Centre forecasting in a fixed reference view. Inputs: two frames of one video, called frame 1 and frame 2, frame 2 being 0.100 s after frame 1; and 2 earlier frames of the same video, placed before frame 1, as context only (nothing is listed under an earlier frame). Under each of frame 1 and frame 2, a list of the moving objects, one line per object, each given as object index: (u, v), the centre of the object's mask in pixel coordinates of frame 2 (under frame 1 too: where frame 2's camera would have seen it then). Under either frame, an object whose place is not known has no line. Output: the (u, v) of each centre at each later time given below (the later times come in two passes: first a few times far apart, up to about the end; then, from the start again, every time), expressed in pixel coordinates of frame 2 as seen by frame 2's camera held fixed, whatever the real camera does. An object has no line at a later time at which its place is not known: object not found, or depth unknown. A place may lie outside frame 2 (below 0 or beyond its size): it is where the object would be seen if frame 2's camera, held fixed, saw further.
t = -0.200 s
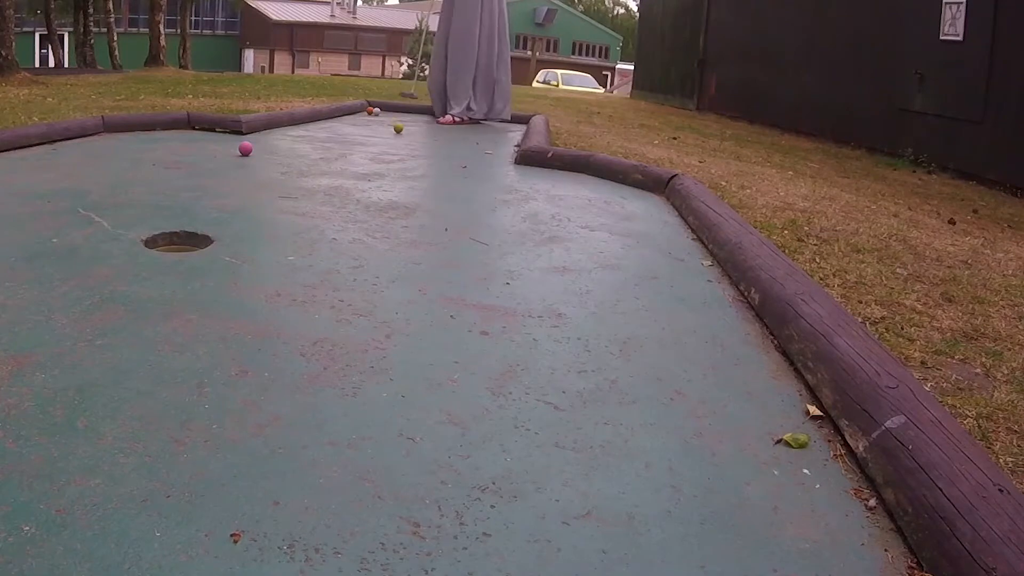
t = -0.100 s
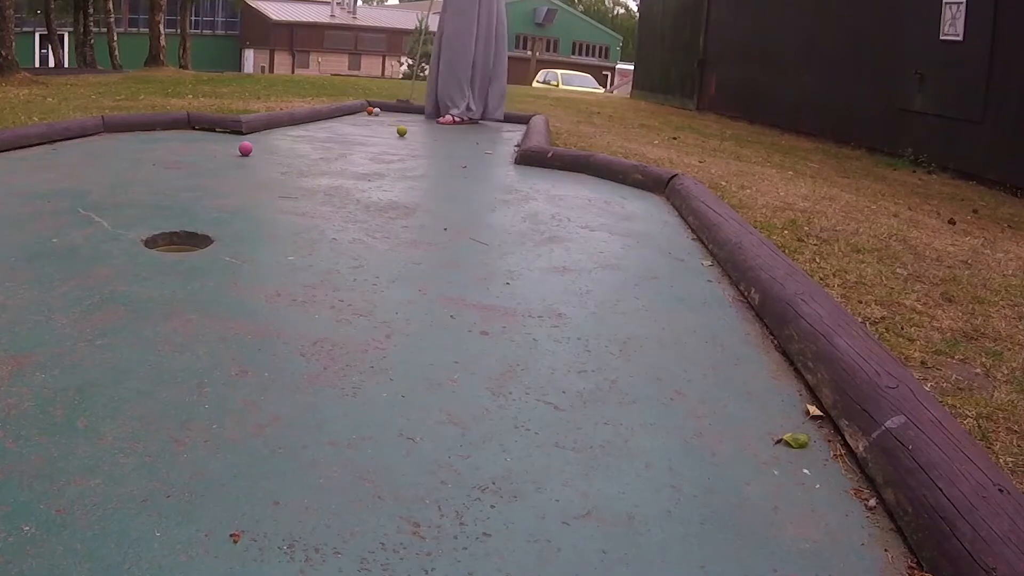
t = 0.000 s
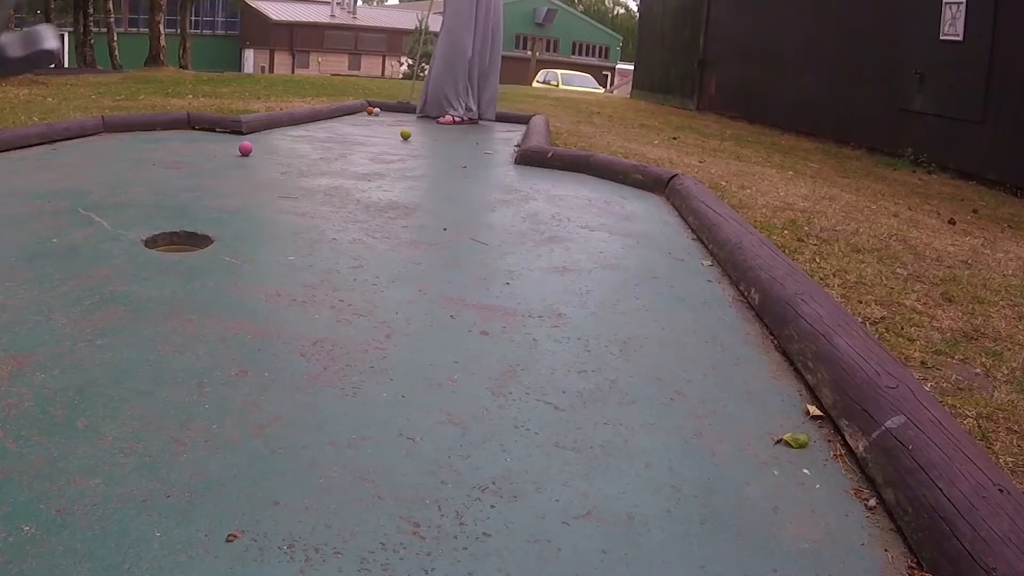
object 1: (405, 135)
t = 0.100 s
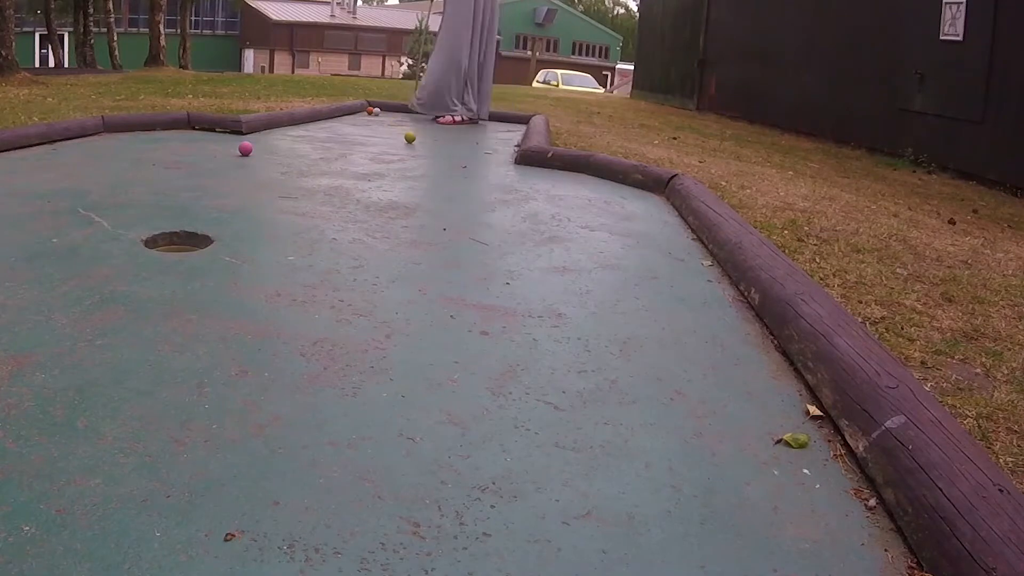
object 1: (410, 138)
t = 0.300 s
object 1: (420, 146)
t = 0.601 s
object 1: (440, 160)
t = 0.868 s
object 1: (459, 177)
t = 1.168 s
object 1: (485, 199)
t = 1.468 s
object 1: (517, 227)
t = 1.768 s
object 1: (546, 257)
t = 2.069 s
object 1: (574, 295)
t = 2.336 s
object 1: (607, 338)
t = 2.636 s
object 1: (653, 392)
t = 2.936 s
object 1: (706, 451)
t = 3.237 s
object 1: (756, 505)
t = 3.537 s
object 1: (781, 545)
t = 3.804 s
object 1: (789, 554)
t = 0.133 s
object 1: (411, 139)
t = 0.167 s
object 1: (413, 140)
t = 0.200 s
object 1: (415, 141)
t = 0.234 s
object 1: (417, 143)
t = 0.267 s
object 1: (418, 144)
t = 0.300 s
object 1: (420, 146)
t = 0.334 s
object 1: (423, 147)
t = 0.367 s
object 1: (424, 149)
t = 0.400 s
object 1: (427, 150)
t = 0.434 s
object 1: (429, 152)
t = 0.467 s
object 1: (431, 153)
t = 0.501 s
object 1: (434, 155)
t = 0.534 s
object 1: (436, 157)
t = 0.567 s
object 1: (438, 159)
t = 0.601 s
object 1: (440, 160)
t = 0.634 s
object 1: (443, 162)
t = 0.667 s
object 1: (445, 164)
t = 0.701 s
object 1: (447, 166)
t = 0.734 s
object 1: (450, 168)
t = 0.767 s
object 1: (452, 170)
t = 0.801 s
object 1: (454, 172)
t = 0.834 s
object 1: (457, 174)
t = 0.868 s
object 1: (459, 177)
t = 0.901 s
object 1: (462, 179)
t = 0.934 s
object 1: (465, 181)
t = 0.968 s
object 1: (467, 183)
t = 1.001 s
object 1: (470, 186)
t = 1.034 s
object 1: (473, 189)
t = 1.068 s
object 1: (476, 191)
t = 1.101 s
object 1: (479, 194)
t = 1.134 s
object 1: (482, 197)
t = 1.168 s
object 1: (485, 199)
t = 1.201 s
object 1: (489, 202)
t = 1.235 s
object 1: (492, 205)
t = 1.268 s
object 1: (495, 208)
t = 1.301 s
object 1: (499, 211)
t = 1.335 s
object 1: (502, 214)
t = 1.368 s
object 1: (506, 217)
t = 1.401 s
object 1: (510, 220)
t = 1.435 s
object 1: (513, 224)
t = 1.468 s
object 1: (517, 227)
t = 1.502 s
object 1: (520, 230)
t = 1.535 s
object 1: (524, 233)
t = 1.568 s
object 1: (527, 236)
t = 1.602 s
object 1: (530, 239)
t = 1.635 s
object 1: (533, 243)
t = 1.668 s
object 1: (537, 246)
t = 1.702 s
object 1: (540, 249)
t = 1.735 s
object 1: (543, 253)
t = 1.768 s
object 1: (546, 257)
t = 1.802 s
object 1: (549, 261)
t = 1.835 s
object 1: (552, 265)
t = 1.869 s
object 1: (555, 269)
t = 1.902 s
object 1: (558, 273)
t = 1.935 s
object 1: (561, 277)
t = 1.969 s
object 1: (564, 281)
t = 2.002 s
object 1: (568, 286)
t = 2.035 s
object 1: (571, 291)
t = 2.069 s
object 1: (574, 295)
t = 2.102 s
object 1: (578, 300)
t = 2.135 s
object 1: (581, 305)
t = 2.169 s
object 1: (585, 311)
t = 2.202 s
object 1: (589, 316)
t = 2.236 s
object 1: (593, 321)
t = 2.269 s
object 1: (597, 327)
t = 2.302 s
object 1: (602, 333)
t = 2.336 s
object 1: (607, 338)
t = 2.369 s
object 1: (611, 344)
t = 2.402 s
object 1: (616, 349)
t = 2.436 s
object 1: (621, 355)
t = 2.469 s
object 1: (626, 361)
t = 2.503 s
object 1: (632, 367)
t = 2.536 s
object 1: (637, 373)
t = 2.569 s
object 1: (642, 379)
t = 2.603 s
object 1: (647, 386)
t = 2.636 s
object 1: (653, 392)
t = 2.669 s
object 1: (659, 398)
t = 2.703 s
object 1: (664, 405)
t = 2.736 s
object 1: (671, 412)
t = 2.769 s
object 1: (677, 418)
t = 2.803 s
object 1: (683, 424)
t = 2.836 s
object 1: (689, 431)
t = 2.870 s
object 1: (694, 438)
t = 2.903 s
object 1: (700, 444)
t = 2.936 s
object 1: (706, 451)
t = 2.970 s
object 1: (711, 457)
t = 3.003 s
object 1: (717, 463)
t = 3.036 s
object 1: (723, 470)
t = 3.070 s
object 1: (728, 476)
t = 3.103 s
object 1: (734, 482)
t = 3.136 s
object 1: (739, 488)
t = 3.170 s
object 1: (745, 494)
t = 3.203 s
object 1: (751, 499)
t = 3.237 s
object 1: (756, 505)
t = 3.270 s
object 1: (761, 510)
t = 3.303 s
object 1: (765, 515)
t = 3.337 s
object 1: (769, 520)
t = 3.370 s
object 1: (772, 524)
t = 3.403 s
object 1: (775, 529)
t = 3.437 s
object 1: (778, 533)
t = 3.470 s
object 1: (779, 537)
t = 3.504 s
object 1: (780, 541)
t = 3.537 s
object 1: (781, 545)
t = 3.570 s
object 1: (782, 547)
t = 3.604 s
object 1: (784, 549)
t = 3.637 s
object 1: (785, 550)
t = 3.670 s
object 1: (786, 551)
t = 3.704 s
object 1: (786, 552)
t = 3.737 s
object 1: (787, 552)
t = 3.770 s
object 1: (788, 553)
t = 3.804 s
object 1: (789, 554)
